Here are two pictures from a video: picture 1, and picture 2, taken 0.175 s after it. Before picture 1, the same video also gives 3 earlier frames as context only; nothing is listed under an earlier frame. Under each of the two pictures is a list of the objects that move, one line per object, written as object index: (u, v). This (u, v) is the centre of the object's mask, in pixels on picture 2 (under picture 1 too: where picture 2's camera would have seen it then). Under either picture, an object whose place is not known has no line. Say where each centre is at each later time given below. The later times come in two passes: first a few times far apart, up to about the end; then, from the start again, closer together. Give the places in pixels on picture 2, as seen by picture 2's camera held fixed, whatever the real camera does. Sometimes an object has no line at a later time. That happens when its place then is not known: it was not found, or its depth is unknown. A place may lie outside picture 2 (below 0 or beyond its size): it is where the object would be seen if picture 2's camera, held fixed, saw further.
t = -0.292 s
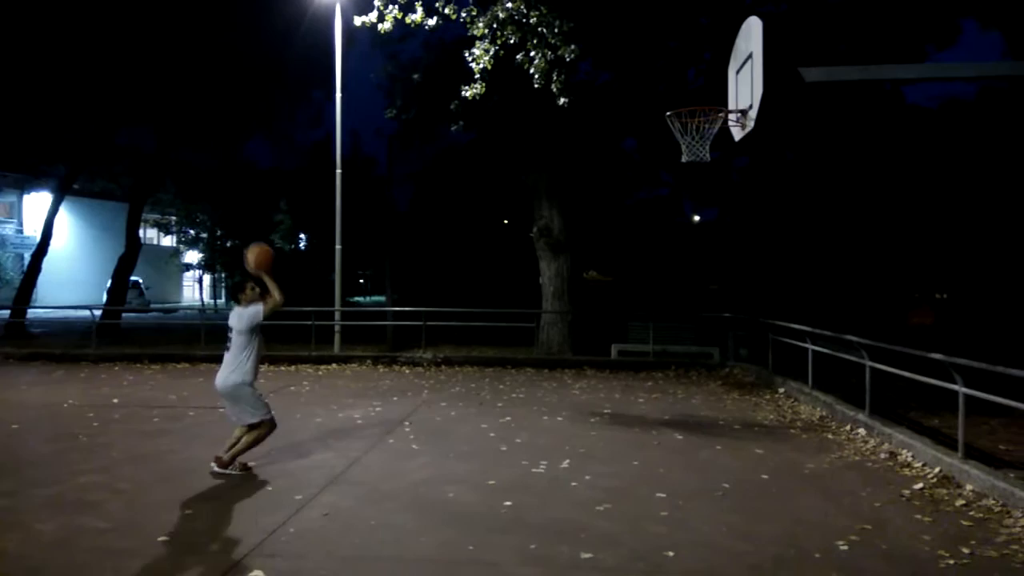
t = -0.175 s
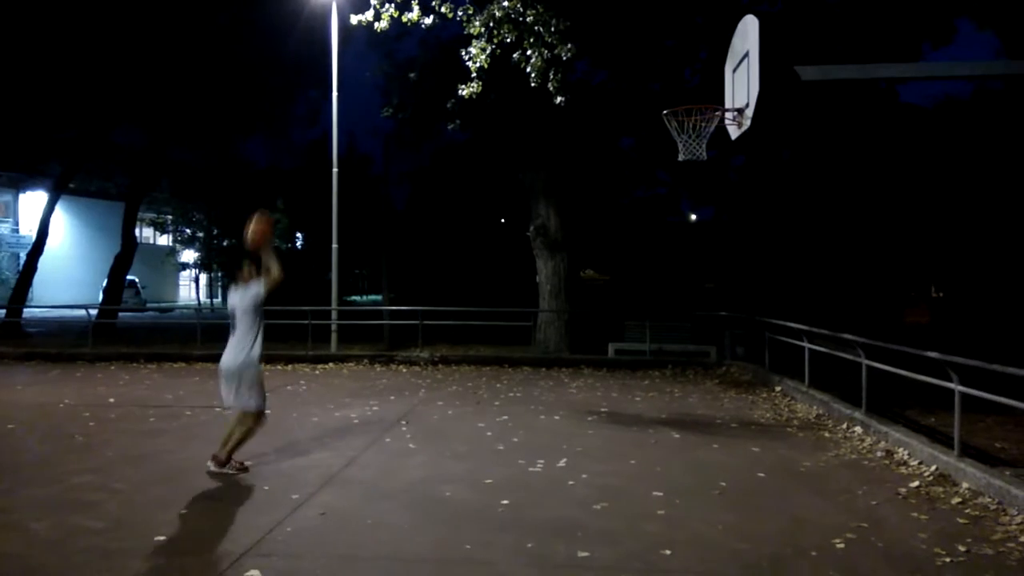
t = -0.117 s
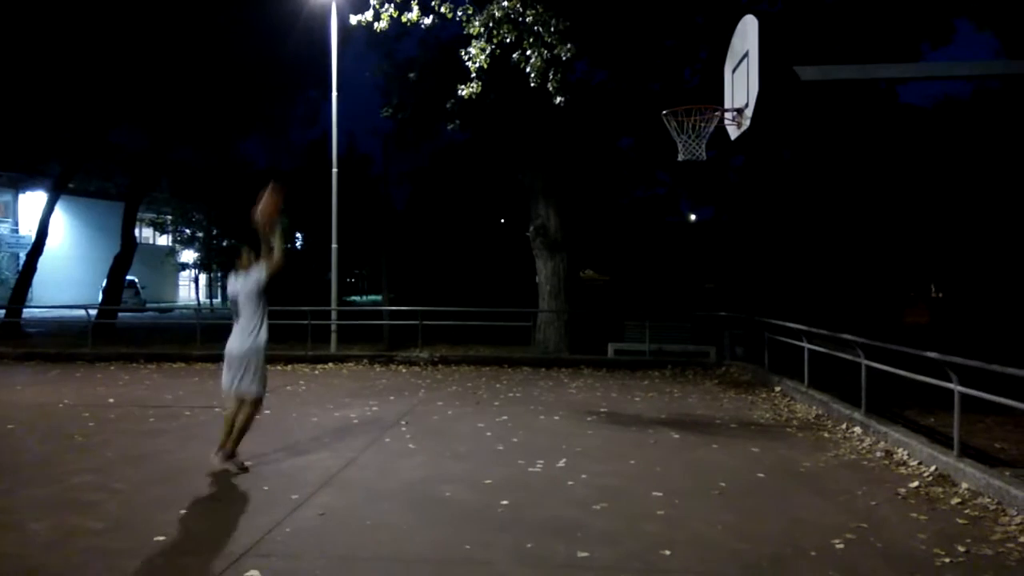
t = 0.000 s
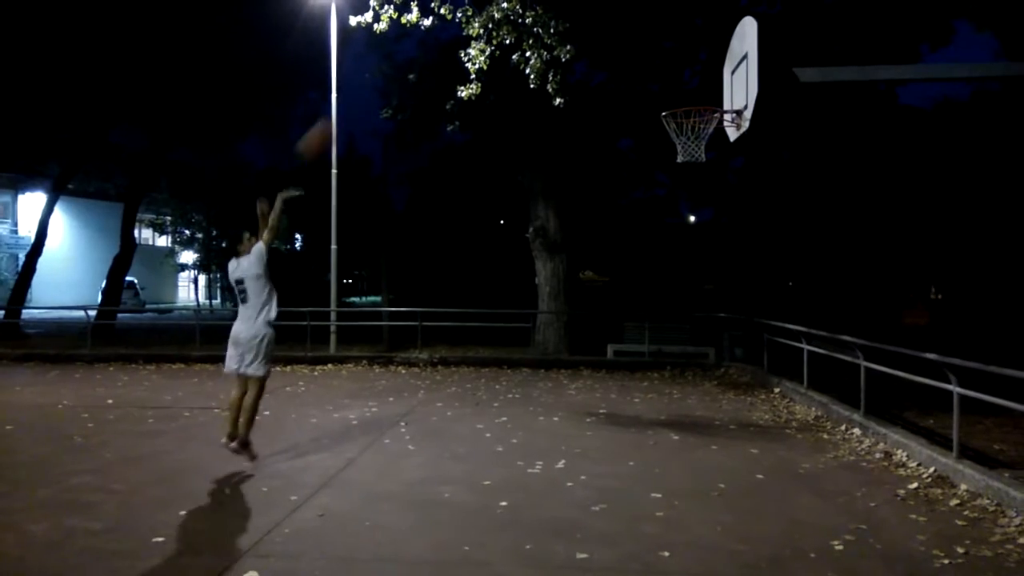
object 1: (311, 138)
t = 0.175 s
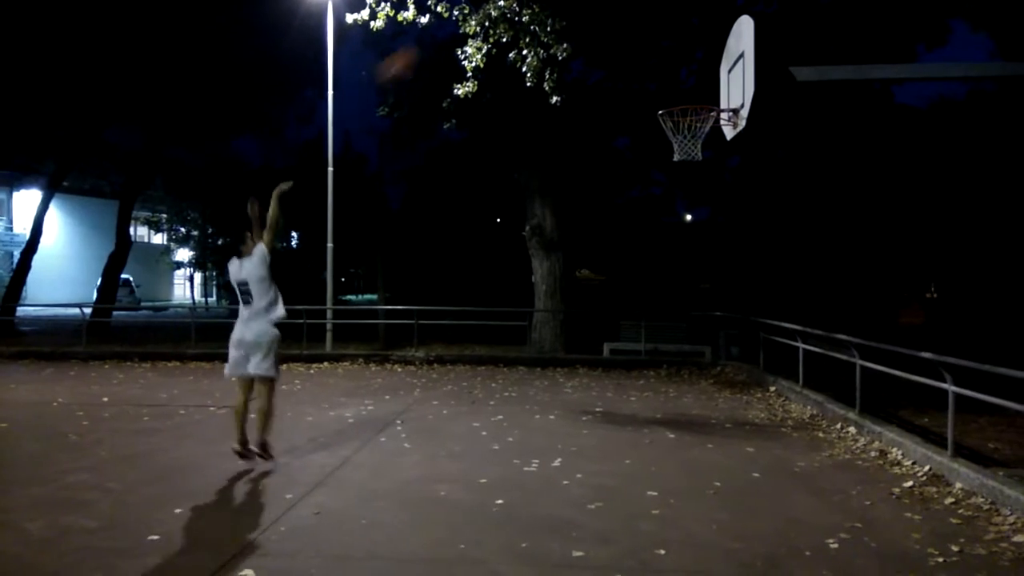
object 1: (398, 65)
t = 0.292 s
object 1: (451, 38)
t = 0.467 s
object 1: (541, 27)
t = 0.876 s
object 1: (674, 132)
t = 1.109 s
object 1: (684, 143)
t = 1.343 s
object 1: (716, 185)
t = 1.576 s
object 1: (745, 289)
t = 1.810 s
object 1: (778, 452)
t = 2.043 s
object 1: (802, 329)
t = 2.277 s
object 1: (825, 262)
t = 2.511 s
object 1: (847, 254)
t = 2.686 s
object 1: (863, 289)
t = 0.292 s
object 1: (451, 38)
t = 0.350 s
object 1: (485, 28)
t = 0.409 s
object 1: (511, 26)
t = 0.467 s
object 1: (541, 27)
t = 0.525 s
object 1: (568, 31)
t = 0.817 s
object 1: (698, 110)
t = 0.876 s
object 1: (674, 132)
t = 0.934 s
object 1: (658, 130)
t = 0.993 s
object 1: (662, 133)
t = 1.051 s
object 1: (672, 138)
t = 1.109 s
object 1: (684, 143)
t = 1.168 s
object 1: (692, 148)
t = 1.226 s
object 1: (702, 156)
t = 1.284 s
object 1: (709, 168)
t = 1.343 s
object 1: (716, 185)
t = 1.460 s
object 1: (731, 228)
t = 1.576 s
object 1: (745, 289)
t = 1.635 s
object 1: (752, 326)
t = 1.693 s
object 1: (760, 364)
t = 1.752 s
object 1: (767, 408)
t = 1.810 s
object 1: (778, 452)
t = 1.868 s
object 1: (783, 430)
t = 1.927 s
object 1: (788, 389)
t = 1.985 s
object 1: (794, 360)
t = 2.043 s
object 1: (802, 329)
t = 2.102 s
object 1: (806, 308)
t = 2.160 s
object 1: (812, 290)
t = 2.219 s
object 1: (818, 275)
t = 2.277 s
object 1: (825, 262)
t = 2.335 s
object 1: (831, 254)
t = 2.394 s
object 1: (837, 251)
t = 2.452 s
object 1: (842, 251)
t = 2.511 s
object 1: (847, 254)
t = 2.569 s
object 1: (853, 262)
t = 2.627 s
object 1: (858, 274)
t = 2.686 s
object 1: (863, 289)
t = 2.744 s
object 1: (867, 307)
